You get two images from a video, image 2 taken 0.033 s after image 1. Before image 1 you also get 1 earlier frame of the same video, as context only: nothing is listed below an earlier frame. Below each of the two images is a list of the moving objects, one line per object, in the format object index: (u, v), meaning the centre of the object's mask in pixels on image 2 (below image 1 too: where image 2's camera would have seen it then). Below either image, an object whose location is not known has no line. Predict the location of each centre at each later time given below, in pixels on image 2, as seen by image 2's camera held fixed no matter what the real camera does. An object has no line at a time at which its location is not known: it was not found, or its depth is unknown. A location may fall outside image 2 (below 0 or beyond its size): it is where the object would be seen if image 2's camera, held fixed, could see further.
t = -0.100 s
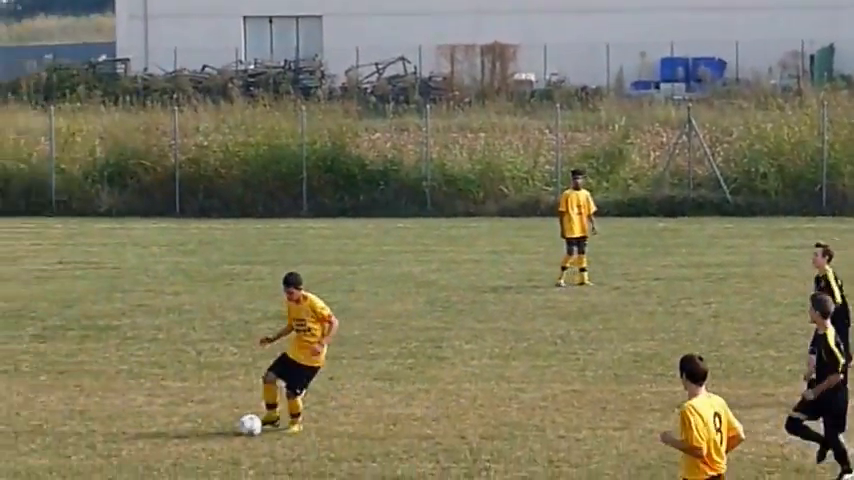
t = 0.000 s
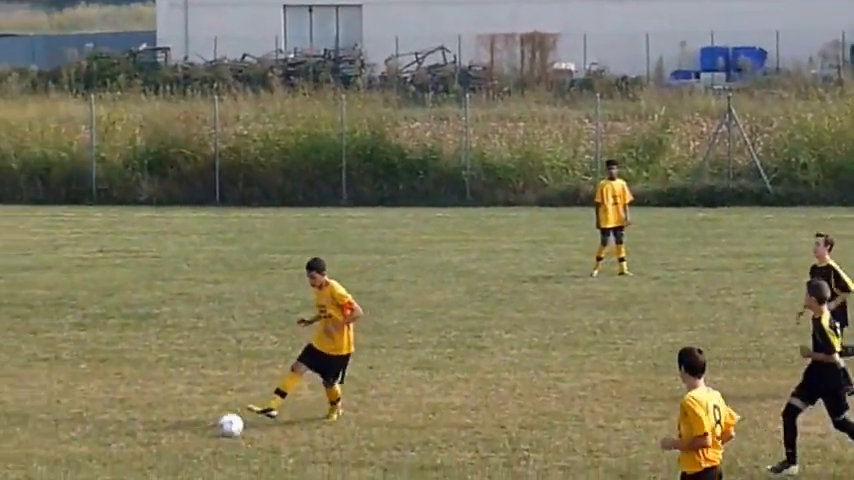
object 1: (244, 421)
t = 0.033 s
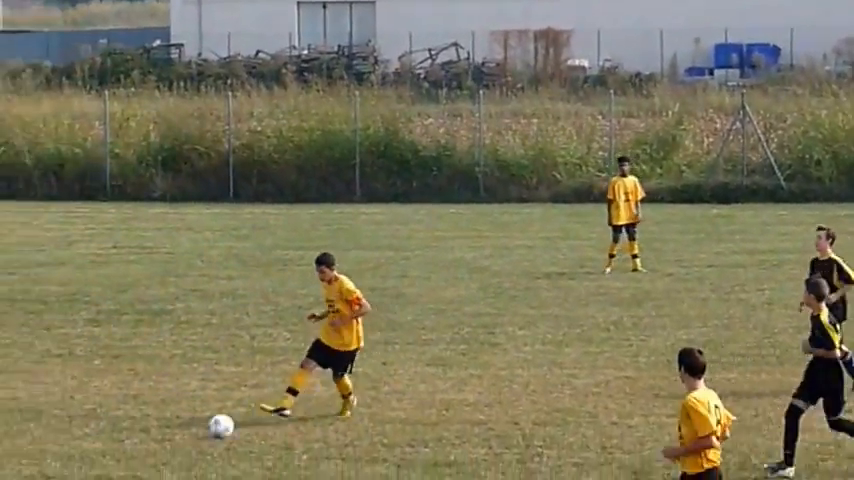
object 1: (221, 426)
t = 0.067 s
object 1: (197, 432)
